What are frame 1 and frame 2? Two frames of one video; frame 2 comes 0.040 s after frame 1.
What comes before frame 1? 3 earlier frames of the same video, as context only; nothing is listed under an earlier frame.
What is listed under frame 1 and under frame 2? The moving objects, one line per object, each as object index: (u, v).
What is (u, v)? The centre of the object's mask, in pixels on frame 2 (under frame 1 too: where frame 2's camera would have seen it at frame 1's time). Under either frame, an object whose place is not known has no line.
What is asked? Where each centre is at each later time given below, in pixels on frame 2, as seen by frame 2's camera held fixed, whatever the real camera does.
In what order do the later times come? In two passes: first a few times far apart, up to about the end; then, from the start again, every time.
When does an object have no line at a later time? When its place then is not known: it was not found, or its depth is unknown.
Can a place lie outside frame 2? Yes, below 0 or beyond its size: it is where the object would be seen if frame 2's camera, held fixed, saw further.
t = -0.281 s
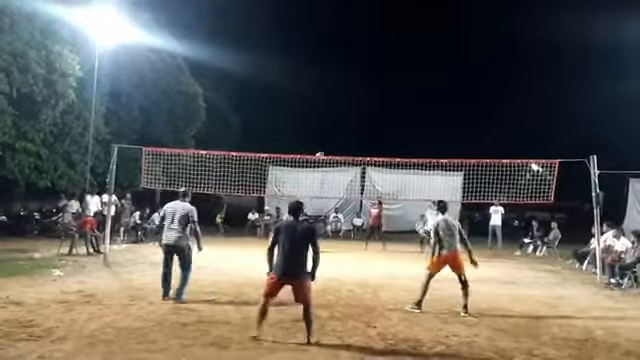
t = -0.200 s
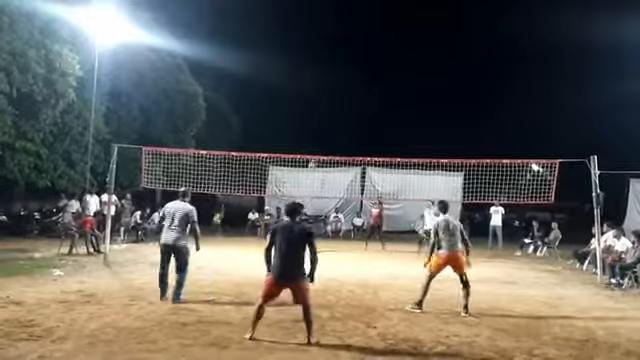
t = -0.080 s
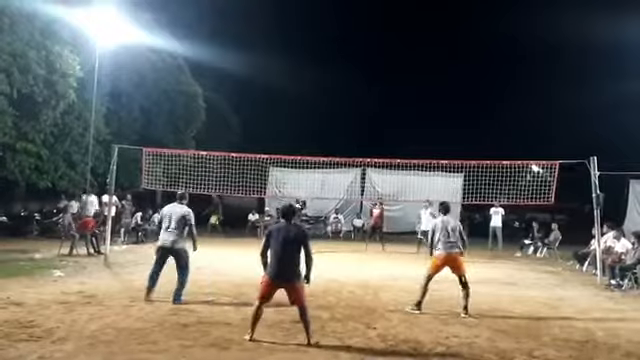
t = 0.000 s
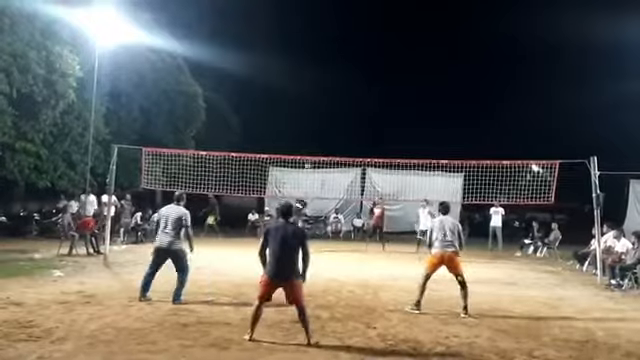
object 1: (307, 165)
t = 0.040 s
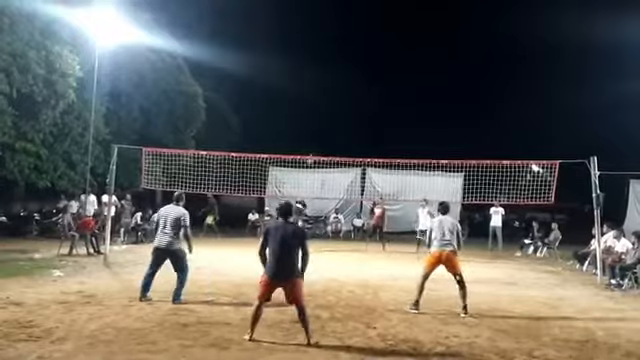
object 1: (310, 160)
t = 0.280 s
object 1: (329, 114)
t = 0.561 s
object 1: (357, 79)
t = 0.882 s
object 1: (398, 73)
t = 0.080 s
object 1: (313, 151)
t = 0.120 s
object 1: (316, 144)
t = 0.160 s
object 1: (320, 135)
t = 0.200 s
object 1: (323, 128)
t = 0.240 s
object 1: (326, 121)
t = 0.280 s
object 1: (329, 114)
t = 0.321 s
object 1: (333, 108)
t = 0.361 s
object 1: (337, 102)
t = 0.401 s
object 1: (341, 97)
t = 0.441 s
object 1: (344, 92)
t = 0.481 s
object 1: (349, 87)
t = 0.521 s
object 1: (353, 83)
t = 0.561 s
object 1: (357, 79)
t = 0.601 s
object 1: (361, 76)
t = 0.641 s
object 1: (366, 73)
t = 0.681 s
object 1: (371, 72)
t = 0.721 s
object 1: (376, 70)
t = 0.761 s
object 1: (381, 69)
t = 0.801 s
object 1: (386, 70)
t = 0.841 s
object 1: (392, 71)
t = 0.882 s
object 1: (398, 73)
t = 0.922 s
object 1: (404, 77)
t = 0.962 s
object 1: (409, 81)
